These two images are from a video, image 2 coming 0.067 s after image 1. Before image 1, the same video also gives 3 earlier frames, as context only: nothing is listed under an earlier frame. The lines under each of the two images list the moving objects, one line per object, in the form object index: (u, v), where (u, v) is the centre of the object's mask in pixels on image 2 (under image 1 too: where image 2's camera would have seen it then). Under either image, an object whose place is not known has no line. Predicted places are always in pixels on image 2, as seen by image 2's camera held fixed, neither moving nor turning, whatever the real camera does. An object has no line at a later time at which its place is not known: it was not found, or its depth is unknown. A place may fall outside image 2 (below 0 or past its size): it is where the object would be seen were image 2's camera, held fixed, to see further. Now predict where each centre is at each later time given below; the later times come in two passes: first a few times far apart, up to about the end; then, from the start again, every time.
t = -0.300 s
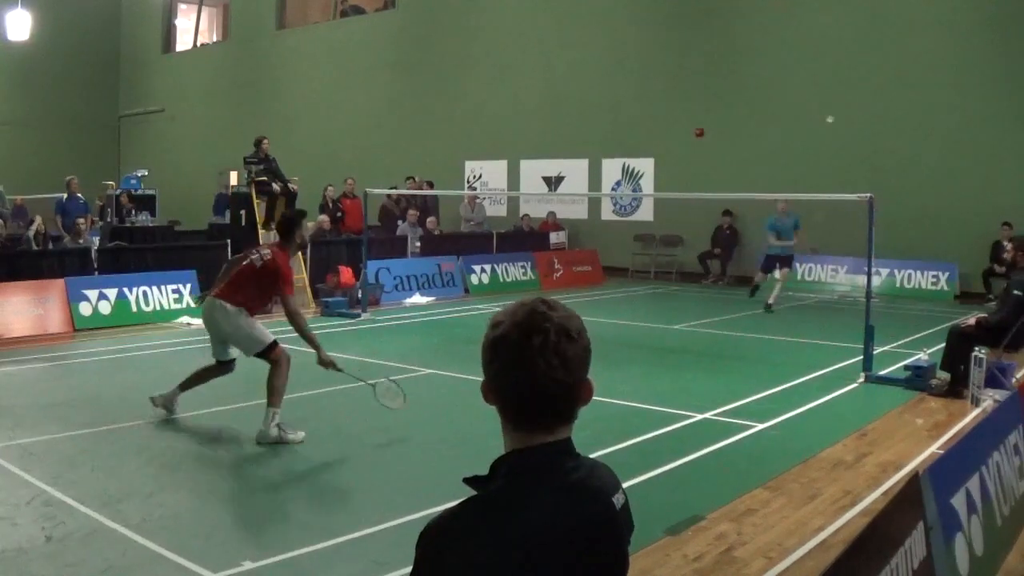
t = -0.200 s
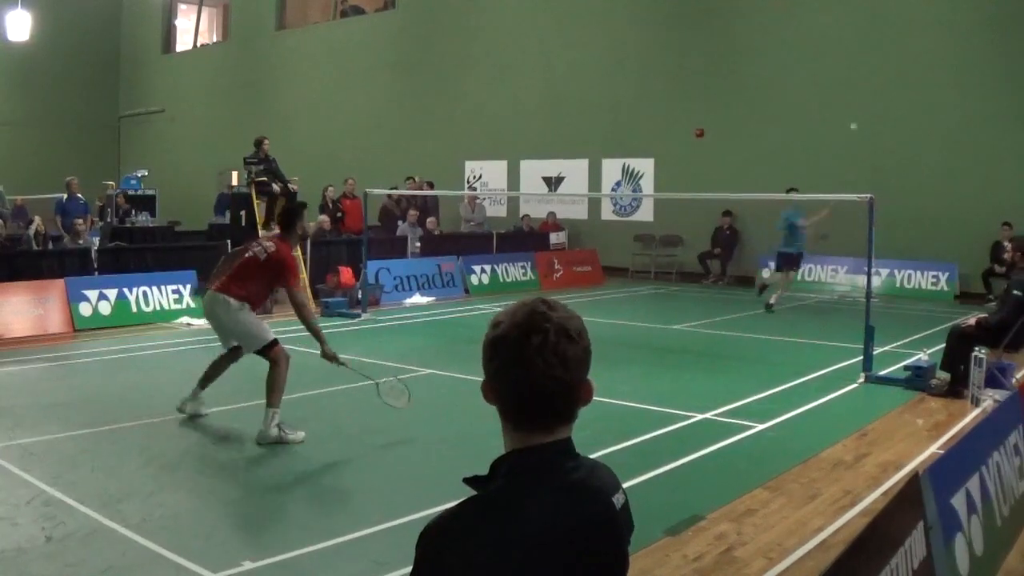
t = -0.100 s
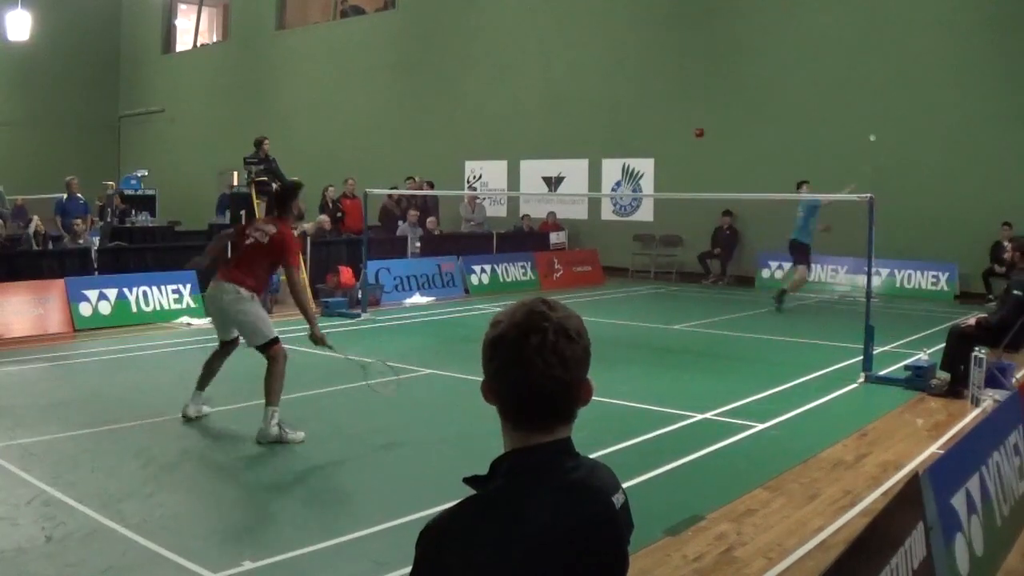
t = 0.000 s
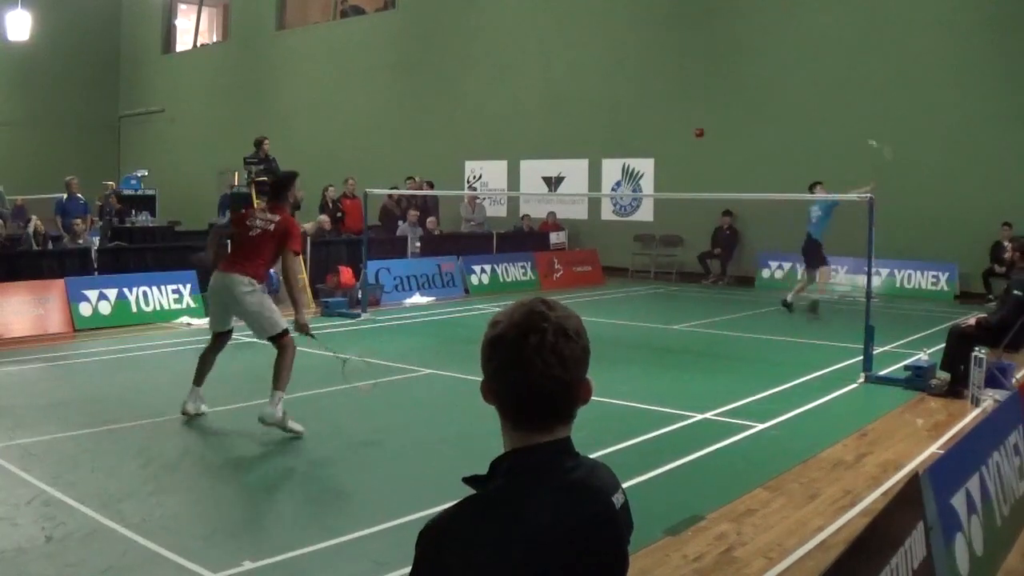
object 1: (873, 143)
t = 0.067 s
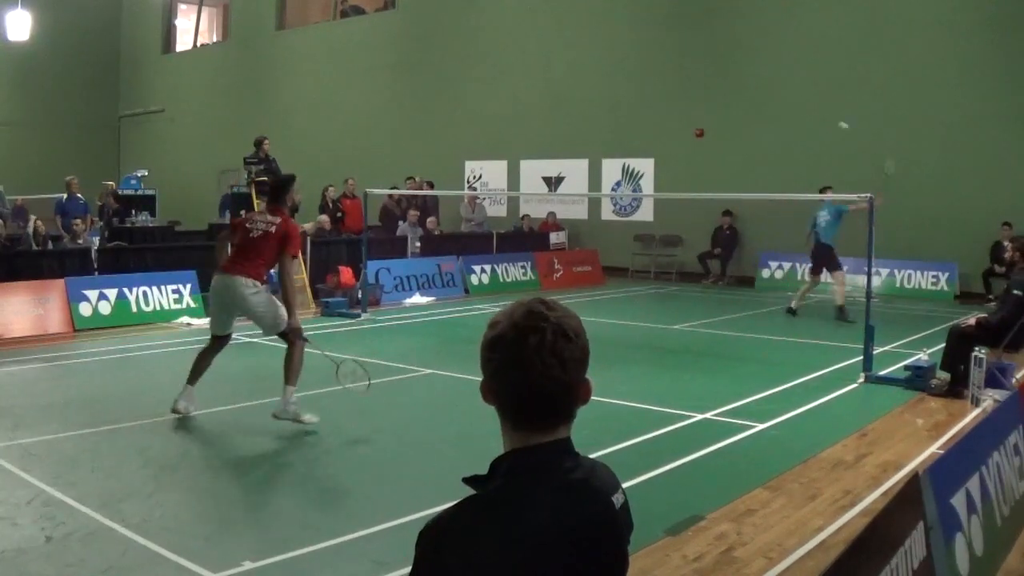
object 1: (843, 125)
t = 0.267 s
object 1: (782, 110)
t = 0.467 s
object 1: (723, 134)
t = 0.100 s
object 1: (834, 120)
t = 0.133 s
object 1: (824, 117)
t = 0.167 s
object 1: (813, 114)
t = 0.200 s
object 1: (802, 111)
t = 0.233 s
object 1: (792, 110)
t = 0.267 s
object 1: (782, 110)
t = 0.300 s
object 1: (772, 112)
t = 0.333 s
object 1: (761, 114)
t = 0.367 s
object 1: (752, 117)
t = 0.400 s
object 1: (742, 121)
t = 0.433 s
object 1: (732, 127)
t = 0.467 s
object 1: (723, 134)
